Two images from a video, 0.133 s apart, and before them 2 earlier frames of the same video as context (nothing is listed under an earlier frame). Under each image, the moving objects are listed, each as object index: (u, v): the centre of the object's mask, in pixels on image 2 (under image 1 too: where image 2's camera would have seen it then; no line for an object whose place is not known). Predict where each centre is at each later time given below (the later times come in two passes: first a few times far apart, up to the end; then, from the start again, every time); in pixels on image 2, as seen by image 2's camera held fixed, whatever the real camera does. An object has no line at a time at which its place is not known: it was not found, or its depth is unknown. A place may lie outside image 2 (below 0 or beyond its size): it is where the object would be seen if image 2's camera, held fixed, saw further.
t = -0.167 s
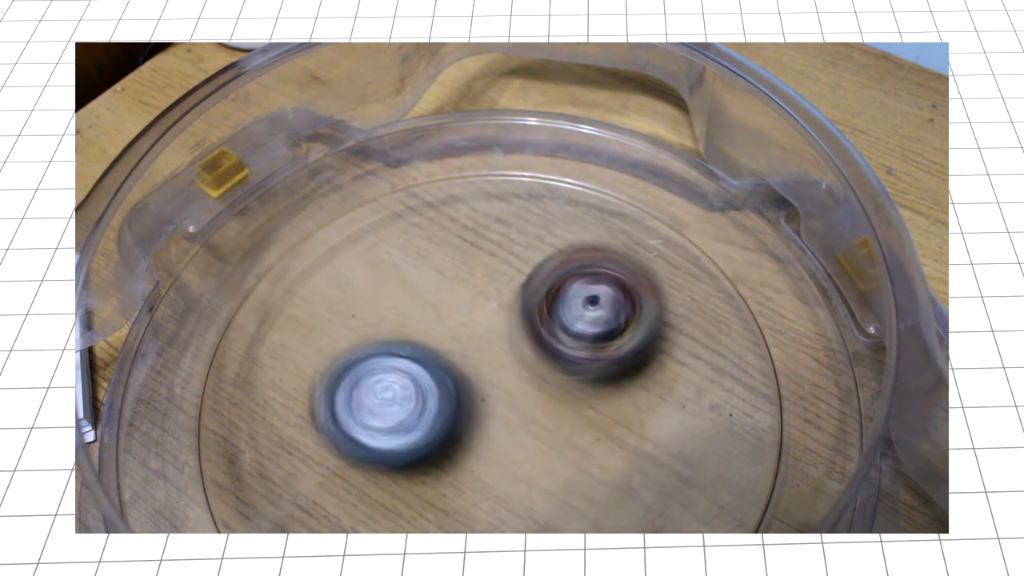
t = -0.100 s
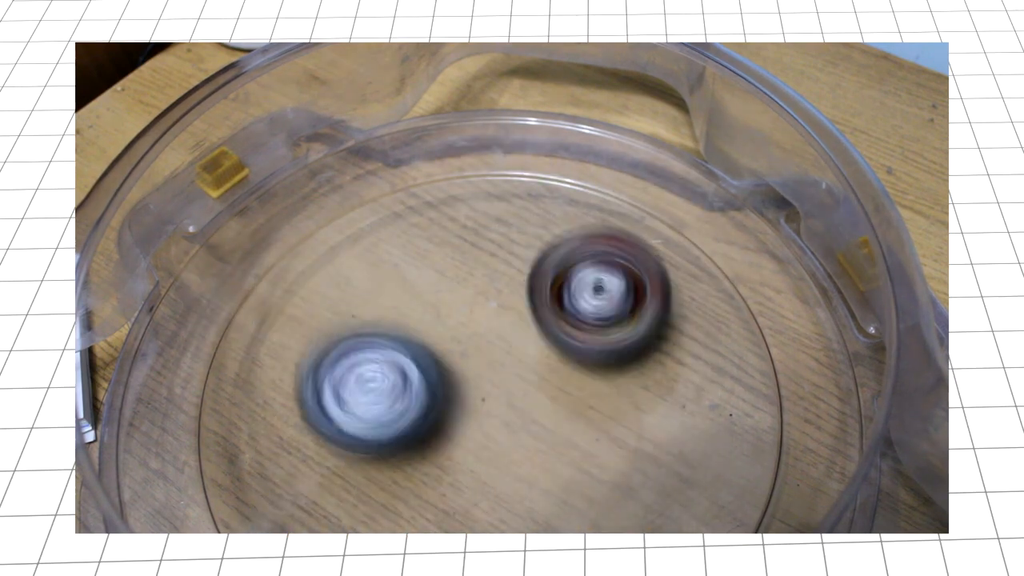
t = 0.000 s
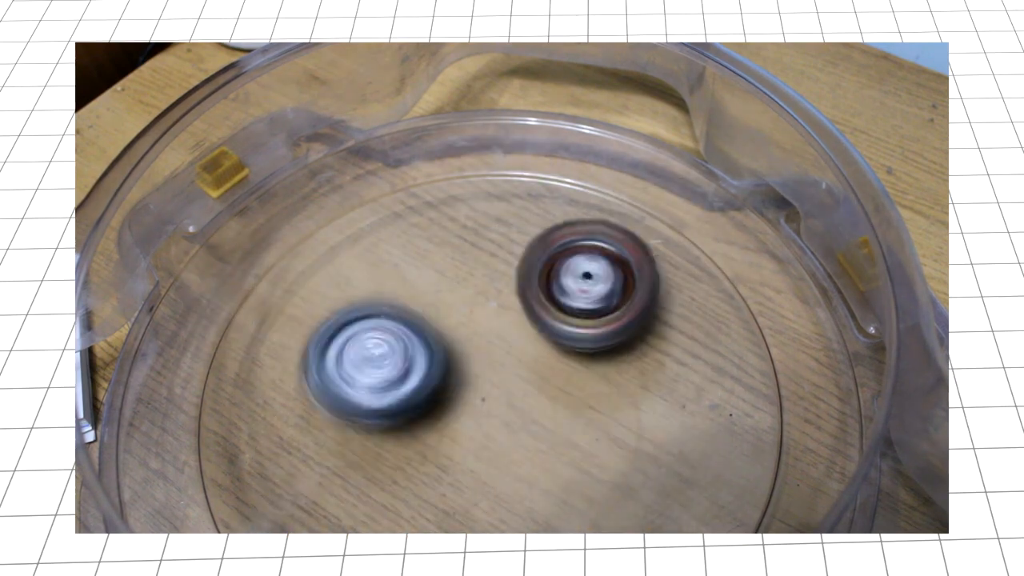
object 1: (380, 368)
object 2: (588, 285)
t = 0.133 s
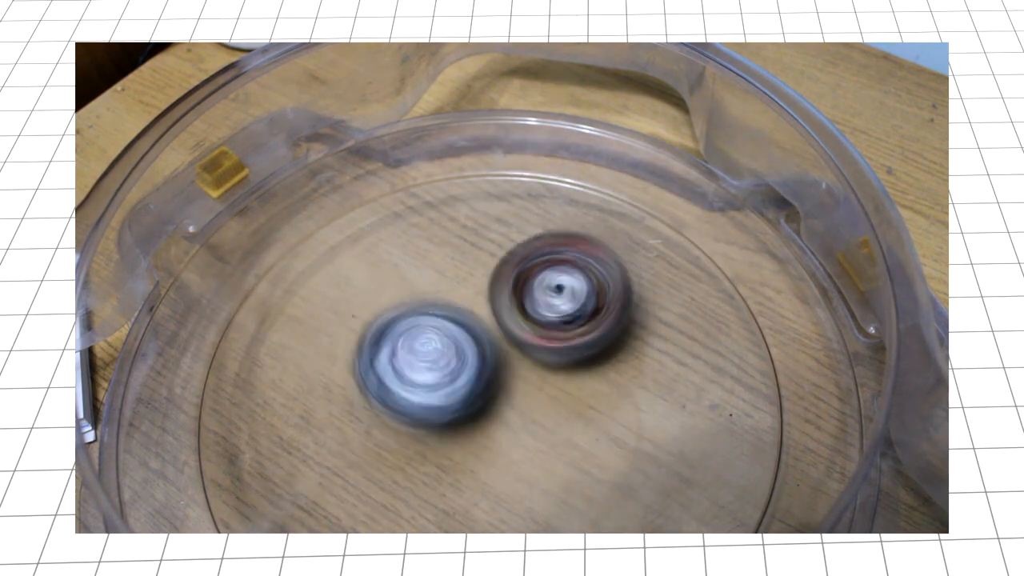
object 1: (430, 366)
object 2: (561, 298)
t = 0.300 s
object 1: (375, 434)
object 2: (628, 271)
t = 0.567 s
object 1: (354, 429)
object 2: (599, 315)
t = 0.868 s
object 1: (367, 480)
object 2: (680, 311)
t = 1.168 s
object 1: (358, 467)
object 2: (610, 348)
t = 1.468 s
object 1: (416, 444)
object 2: (600, 369)
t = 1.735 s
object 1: (376, 443)
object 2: (634, 329)
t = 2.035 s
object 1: (399, 394)
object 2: (566, 364)
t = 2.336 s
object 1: (365, 397)
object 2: (654, 371)
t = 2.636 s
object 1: (431, 413)
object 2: (592, 413)
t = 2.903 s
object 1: (403, 392)
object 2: (585, 443)
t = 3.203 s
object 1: (427, 337)
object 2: (491, 457)
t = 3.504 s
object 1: (449, 310)
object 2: (487, 488)
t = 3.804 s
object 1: (502, 356)
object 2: (423, 473)
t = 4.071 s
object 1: (566, 384)
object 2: (369, 413)
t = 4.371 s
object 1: (633, 433)
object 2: (386, 342)
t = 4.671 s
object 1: (563, 452)
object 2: (453, 291)
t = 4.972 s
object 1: (520, 461)
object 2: (464, 327)
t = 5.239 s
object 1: (509, 475)
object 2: (463, 315)
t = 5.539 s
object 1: (496, 468)
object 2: (471, 327)
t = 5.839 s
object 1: (492, 463)
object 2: (477, 314)
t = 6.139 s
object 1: (474, 456)
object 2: (481, 281)
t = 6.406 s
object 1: (477, 436)
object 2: (514, 280)
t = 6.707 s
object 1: (474, 455)
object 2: (520, 310)
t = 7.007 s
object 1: (446, 442)
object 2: (489, 318)
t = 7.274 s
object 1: (449, 446)
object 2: (492, 325)
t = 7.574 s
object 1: (434, 460)
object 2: (568, 331)
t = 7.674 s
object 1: (440, 456)
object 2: (570, 328)
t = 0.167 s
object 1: (424, 384)
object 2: (581, 289)
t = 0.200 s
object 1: (410, 405)
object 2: (599, 281)
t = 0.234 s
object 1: (398, 417)
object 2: (616, 273)
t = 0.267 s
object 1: (387, 426)
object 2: (624, 272)
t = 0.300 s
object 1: (375, 434)
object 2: (628, 271)
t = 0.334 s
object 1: (364, 441)
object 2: (630, 272)
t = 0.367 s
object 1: (346, 444)
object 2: (631, 273)
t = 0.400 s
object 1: (336, 444)
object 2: (629, 277)
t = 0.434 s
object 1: (337, 443)
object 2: (625, 282)
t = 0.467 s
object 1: (331, 439)
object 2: (621, 287)
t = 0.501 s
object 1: (338, 436)
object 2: (615, 295)
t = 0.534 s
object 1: (345, 431)
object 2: (609, 303)
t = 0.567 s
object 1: (354, 429)
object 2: (599, 315)
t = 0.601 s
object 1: (365, 424)
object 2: (588, 328)
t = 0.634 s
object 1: (382, 424)
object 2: (577, 341)
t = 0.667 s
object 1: (397, 424)
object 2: (568, 353)
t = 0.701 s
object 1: (412, 429)
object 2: (567, 361)
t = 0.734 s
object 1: (418, 440)
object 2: (569, 369)
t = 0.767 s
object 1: (401, 461)
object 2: (608, 354)
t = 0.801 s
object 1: (389, 468)
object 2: (647, 336)
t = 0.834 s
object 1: (378, 475)
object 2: (668, 321)
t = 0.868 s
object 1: (367, 480)
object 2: (680, 311)
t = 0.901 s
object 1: (356, 483)
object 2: (683, 308)
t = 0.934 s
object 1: (340, 487)
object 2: (684, 304)
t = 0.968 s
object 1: (327, 488)
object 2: (681, 304)
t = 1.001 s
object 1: (327, 487)
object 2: (674, 308)
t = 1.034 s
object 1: (326, 485)
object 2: (663, 314)
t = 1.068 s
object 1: (331, 481)
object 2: (655, 318)
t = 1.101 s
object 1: (337, 477)
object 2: (645, 325)
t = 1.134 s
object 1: (347, 473)
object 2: (629, 335)
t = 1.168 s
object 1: (358, 467)
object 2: (610, 348)
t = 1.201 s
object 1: (377, 458)
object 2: (589, 360)
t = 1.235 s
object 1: (394, 452)
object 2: (569, 373)
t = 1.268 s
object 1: (407, 449)
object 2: (559, 382)
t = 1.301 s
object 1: (410, 449)
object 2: (560, 385)
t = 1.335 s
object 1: (405, 449)
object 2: (579, 379)
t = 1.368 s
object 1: (407, 449)
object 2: (594, 374)
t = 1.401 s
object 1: (407, 447)
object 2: (602, 370)
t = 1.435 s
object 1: (410, 445)
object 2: (602, 369)
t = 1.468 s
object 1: (416, 444)
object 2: (600, 369)
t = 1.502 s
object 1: (422, 441)
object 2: (596, 370)
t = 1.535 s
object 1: (430, 438)
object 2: (588, 372)
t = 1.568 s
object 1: (438, 436)
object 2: (579, 376)
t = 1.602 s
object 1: (431, 441)
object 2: (592, 368)
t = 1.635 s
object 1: (412, 445)
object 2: (616, 352)
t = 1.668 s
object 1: (398, 443)
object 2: (625, 343)
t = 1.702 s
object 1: (386, 443)
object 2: (631, 334)
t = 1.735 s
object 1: (376, 443)
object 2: (634, 329)
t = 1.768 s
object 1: (364, 439)
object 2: (631, 324)
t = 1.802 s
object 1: (352, 431)
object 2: (623, 324)
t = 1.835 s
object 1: (350, 422)
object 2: (612, 327)
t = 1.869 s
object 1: (352, 414)
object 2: (601, 332)
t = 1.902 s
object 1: (361, 410)
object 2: (593, 335)
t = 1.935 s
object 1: (370, 404)
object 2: (584, 341)
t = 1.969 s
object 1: (382, 399)
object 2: (572, 350)
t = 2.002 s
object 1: (394, 393)
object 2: (562, 358)
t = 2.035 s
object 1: (399, 394)
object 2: (566, 364)
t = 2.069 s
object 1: (394, 395)
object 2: (583, 363)
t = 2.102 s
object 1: (384, 397)
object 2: (608, 361)
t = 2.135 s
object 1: (374, 397)
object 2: (631, 358)
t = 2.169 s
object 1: (369, 399)
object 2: (648, 360)
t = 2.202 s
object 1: (365, 399)
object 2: (657, 361)
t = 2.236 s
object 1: (362, 399)
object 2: (660, 364)
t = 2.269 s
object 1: (358, 397)
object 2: (660, 366)
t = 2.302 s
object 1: (363, 398)
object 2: (657, 369)
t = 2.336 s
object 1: (365, 397)
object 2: (654, 371)
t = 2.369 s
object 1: (371, 397)
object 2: (646, 376)
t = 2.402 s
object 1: (381, 397)
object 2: (636, 382)
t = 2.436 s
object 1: (388, 396)
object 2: (623, 387)
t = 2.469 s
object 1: (399, 399)
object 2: (613, 391)
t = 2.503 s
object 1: (410, 401)
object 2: (604, 395)
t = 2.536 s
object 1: (421, 404)
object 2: (594, 400)
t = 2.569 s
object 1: (430, 407)
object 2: (584, 407)
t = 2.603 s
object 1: (432, 411)
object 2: (587, 412)
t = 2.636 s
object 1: (431, 413)
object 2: (592, 413)
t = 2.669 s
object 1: (431, 415)
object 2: (592, 414)
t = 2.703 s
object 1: (431, 415)
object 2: (591, 416)
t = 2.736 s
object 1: (431, 417)
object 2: (588, 418)
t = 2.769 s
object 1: (430, 416)
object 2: (587, 421)
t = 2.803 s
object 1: (425, 413)
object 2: (590, 429)
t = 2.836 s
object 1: (420, 406)
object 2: (590, 436)
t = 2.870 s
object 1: (412, 399)
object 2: (588, 440)
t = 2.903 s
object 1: (403, 392)
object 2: (585, 443)
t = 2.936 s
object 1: (399, 385)
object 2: (579, 447)
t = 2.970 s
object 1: (392, 376)
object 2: (571, 450)
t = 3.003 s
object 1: (390, 365)
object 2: (558, 453)
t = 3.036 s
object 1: (391, 358)
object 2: (547, 454)
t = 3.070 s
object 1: (394, 353)
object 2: (536, 454)
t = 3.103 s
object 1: (403, 349)
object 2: (525, 453)
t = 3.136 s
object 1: (410, 344)
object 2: (516, 453)
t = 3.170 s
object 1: (420, 341)
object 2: (503, 453)
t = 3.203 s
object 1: (427, 337)
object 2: (491, 457)
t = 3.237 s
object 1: (426, 331)
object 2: (497, 473)
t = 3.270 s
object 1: (429, 329)
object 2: (505, 480)
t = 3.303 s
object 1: (429, 325)
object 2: (507, 486)
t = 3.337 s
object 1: (429, 316)
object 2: (508, 489)
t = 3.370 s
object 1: (432, 313)
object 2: (508, 491)
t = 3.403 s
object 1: (439, 309)
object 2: (505, 492)
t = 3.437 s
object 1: (441, 310)
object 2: (499, 491)
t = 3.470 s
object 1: (444, 310)
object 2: (493, 489)
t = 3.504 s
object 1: (449, 310)
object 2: (487, 488)
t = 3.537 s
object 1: (456, 314)
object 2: (480, 486)
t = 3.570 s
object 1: (465, 318)
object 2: (475, 483)
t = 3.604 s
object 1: (467, 323)
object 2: (467, 479)
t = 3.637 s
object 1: (473, 332)
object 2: (461, 475)
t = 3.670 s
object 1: (479, 339)
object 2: (455, 471)
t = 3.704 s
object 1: (483, 342)
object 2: (447, 470)
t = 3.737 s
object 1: (490, 345)
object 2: (440, 471)
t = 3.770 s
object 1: (494, 348)
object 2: (432, 473)
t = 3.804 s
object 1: (502, 356)
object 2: (423, 473)
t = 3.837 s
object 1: (508, 355)
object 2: (422, 471)
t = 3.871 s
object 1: (512, 359)
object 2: (417, 467)
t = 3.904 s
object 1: (521, 365)
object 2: (414, 462)
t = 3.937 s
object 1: (527, 367)
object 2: (411, 455)
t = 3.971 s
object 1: (528, 370)
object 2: (409, 450)
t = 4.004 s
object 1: (536, 376)
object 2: (401, 439)
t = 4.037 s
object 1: (557, 381)
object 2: (381, 425)
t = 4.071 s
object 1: (566, 384)
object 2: (369, 413)
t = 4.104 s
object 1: (575, 388)
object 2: (362, 404)
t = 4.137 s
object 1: (587, 393)
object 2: (359, 396)
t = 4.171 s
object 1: (600, 398)
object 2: (358, 390)
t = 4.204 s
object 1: (612, 402)
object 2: (359, 380)
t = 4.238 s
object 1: (622, 407)
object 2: (362, 371)
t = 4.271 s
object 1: (630, 415)
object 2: (367, 361)
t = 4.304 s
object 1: (633, 421)
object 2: (373, 354)
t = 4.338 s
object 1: (634, 427)
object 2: (379, 347)
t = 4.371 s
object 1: (633, 433)
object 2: (386, 342)
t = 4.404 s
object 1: (623, 439)
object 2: (394, 335)
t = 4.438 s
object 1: (613, 439)
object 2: (407, 329)
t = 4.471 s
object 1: (603, 439)
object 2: (415, 326)
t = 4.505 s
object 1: (590, 439)
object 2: (427, 324)
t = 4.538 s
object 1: (582, 437)
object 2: (441, 323)
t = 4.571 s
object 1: (569, 434)
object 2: (452, 322)
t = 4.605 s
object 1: (557, 433)
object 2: (464, 323)
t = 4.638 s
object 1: (559, 441)
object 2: (461, 305)
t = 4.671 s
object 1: (563, 452)
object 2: (453, 291)
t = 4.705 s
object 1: (559, 453)
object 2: (446, 280)
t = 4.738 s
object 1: (550, 456)
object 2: (443, 278)
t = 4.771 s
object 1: (547, 458)
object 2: (441, 277)
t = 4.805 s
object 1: (547, 458)
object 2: (444, 282)
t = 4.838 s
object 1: (544, 459)
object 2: (447, 290)
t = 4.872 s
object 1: (532, 463)
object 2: (449, 297)
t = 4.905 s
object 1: (529, 462)
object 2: (456, 308)
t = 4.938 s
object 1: (525, 460)
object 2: (461, 317)
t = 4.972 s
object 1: (520, 461)
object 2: (464, 327)
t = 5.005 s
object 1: (512, 469)
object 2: (472, 322)
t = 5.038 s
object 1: (516, 469)
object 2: (470, 313)
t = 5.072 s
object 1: (518, 469)
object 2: (470, 307)
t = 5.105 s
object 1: (509, 473)
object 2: (468, 305)
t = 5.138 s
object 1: (504, 472)
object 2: (467, 305)
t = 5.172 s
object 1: (507, 473)
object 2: (465, 307)
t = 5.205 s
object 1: (512, 475)
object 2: (463, 311)
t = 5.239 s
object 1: (509, 475)
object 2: (463, 315)
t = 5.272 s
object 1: (511, 474)
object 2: (463, 320)
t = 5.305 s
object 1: (512, 473)
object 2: (462, 323)
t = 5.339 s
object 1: (511, 471)
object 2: (462, 327)
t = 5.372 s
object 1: (512, 469)
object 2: (460, 331)
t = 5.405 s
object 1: (512, 468)
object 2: (467, 329)
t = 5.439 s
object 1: (506, 471)
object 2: (470, 327)
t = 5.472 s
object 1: (502, 471)
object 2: (473, 327)
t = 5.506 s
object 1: (499, 469)
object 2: (473, 327)
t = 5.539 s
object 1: (496, 468)
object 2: (471, 327)
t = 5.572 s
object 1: (496, 469)
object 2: (471, 321)
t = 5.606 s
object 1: (495, 470)
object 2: (469, 318)
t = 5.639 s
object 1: (489, 470)
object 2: (470, 316)
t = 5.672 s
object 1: (488, 468)
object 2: (472, 317)
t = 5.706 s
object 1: (487, 468)
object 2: (472, 318)
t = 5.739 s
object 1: (490, 467)
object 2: (472, 318)
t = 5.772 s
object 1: (487, 466)
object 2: (473, 319)
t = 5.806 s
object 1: (483, 465)
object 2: (474, 314)
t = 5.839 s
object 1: (492, 463)
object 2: (477, 314)
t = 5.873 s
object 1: (487, 453)
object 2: (476, 315)
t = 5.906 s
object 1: (483, 466)
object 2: (474, 311)
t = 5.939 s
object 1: (478, 464)
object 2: (476, 296)
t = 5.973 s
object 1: (485, 463)
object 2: (476, 291)
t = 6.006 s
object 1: (487, 459)
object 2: (477, 283)
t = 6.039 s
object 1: (485, 451)
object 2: (476, 280)
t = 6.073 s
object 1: (475, 454)
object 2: (476, 279)
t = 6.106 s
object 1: (471, 453)
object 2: (479, 280)
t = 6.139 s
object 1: (474, 456)
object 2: (481, 281)
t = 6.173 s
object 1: (476, 455)
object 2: (482, 284)
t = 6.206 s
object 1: (479, 447)
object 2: (487, 290)
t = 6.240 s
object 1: (476, 438)
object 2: (490, 297)
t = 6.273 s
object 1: (477, 431)
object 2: (496, 296)
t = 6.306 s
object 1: (472, 432)
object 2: (505, 287)
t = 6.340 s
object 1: (471, 436)
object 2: (507, 283)
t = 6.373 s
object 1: (473, 437)
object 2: (510, 280)
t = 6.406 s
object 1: (477, 436)
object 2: (514, 280)
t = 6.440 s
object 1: (483, 435)
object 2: (514, 285)
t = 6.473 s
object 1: (486, 428)
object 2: (512, 289)
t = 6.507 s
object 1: (479, 425)
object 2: (514, 291)
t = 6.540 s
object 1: (471, 432)
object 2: (518, 292)
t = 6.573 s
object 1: (465, 436)
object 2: (524, 293)
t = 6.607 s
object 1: (460, 446)
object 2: (527, 297)
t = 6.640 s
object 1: (463, 458)
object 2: (525, 301)
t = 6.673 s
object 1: (467, 458)
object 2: (522, 307)
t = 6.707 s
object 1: (474, 455)
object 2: (520, 310)
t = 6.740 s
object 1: (479, 445)
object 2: (519, 315)
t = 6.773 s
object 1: (479, 436)
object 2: (517, 320)
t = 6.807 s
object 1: (462, 438)
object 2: (512, 321)
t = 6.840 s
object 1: (451, 441)
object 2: (512, 315)
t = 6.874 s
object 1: (448, 444)
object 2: (508, 314)
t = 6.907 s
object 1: (447, 444)
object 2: (504, 315)
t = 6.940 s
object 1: (448, 444)
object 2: (499, 316)
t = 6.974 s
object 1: (449, 443)
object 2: (494, 316)
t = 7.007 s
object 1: (446, 442)
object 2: (489, 318)
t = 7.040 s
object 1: (438, 446)
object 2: (490, 317)
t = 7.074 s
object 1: (436, 449)
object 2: (494, 316)
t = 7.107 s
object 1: (438, 450)
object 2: (496, 317)
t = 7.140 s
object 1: (440, 450)
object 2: (497, 320)
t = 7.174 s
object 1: (444, 449)
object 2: (496, 322)
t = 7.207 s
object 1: (449, 446)
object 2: (489, 323)
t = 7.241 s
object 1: (449, 447)
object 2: (489, 325)
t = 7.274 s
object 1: (449, 446)
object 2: (492, 325)
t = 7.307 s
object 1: (448, 447)
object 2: (495, 326)
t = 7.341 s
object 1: (447, 447)
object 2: (499, 328)
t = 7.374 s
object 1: (444, 451)
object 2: (503, 335)
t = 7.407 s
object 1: (439, 456)
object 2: (519, 338)
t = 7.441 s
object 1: (436, 458)
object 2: (534, 338)
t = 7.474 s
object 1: (434, 460)
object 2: (547, 339)
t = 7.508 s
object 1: (434, 460)
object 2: (556, 337)
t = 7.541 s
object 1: (434, 460)
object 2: (564, 334)
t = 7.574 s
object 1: (434, 460)
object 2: (568, 331)
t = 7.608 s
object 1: (436, 459)
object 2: (570, 329)
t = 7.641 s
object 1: (438, 458)
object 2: (571, 327)
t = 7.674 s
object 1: (440, 456)
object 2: (570, 328)
